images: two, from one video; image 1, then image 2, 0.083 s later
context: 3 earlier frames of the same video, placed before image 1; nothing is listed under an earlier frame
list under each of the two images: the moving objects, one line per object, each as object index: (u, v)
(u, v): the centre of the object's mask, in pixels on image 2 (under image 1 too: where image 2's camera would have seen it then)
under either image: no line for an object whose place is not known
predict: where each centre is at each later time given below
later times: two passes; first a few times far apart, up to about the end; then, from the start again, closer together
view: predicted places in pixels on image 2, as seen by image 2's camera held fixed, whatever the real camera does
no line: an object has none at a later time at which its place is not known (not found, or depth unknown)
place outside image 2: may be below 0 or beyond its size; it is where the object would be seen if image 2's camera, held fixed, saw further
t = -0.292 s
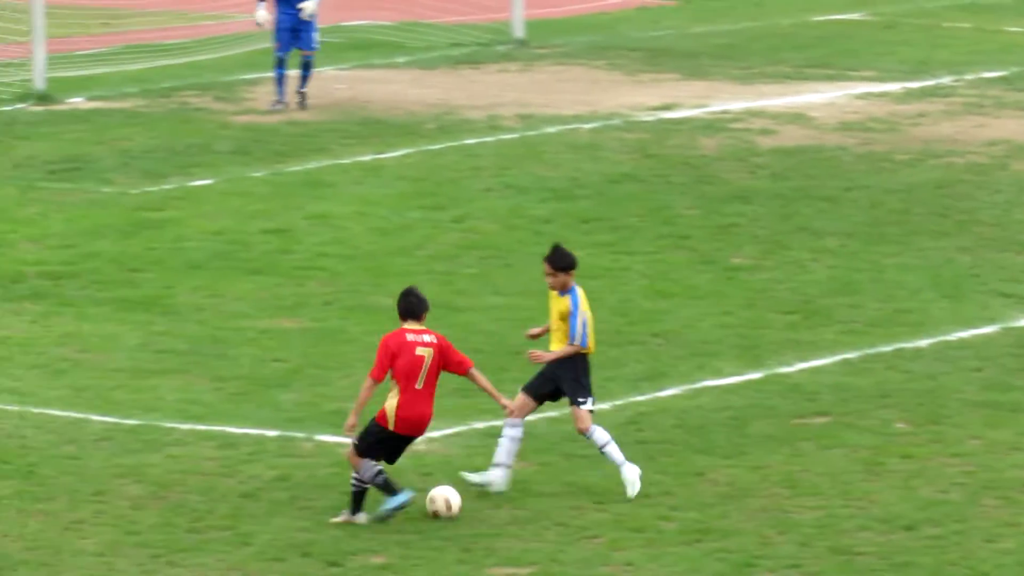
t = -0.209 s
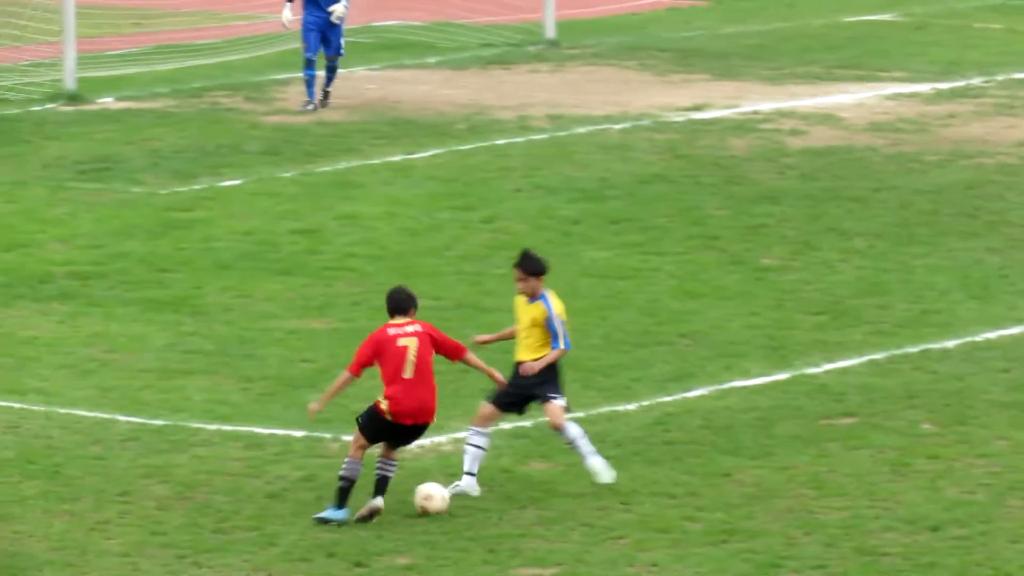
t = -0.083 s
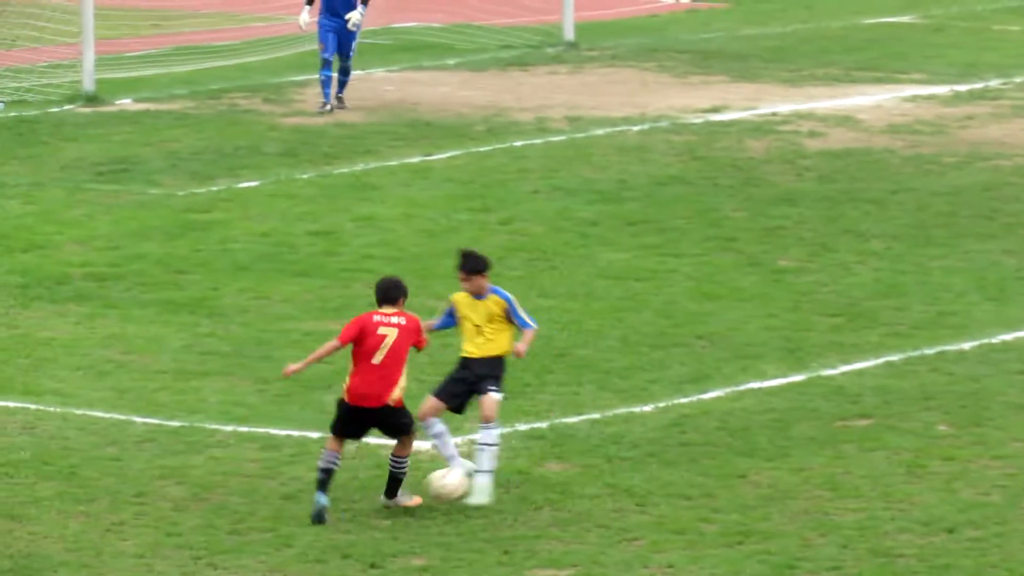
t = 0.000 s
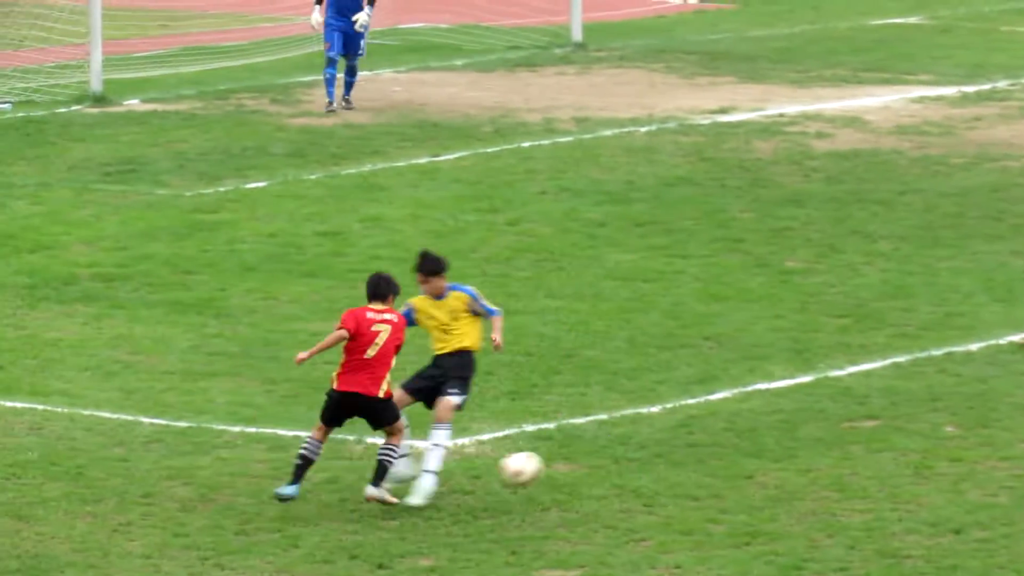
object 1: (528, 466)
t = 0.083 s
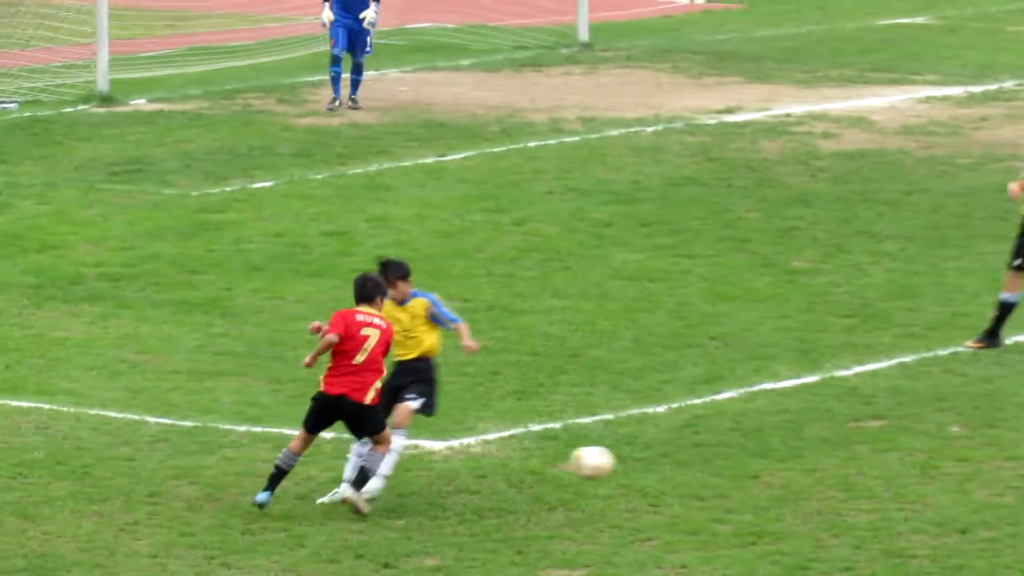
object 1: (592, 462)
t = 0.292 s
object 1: (754, 492)
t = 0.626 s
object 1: (887, 486)
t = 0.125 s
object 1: (626, 463)
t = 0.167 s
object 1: (658, 467)
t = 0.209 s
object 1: (691, 474)
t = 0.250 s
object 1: (723, 484)
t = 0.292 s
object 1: (754, 492)
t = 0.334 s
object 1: (771, 485)
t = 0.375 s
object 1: (788, 481)
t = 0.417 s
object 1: (806, 480)
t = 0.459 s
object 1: (823, 482)
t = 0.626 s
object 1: (887, 486)
